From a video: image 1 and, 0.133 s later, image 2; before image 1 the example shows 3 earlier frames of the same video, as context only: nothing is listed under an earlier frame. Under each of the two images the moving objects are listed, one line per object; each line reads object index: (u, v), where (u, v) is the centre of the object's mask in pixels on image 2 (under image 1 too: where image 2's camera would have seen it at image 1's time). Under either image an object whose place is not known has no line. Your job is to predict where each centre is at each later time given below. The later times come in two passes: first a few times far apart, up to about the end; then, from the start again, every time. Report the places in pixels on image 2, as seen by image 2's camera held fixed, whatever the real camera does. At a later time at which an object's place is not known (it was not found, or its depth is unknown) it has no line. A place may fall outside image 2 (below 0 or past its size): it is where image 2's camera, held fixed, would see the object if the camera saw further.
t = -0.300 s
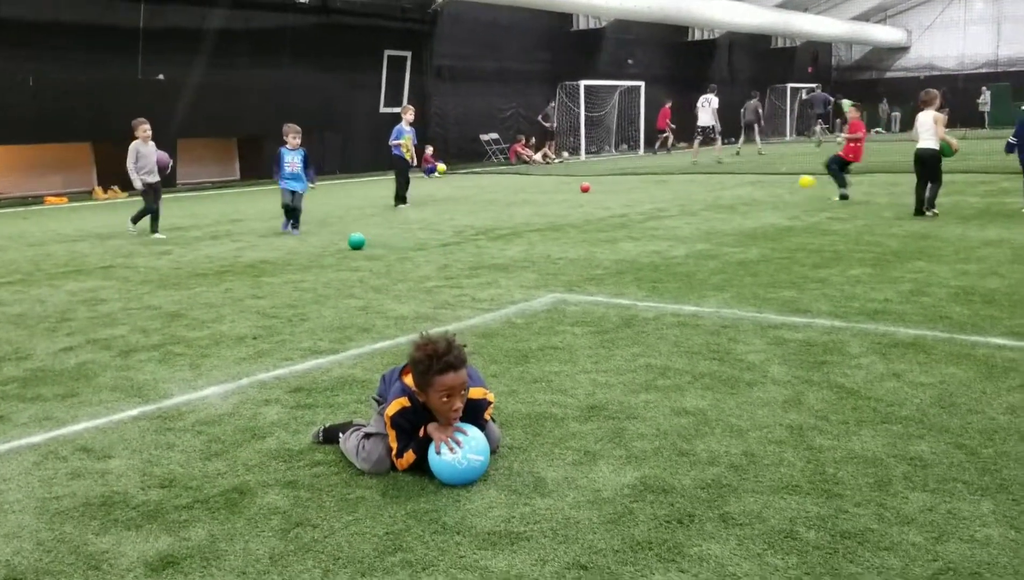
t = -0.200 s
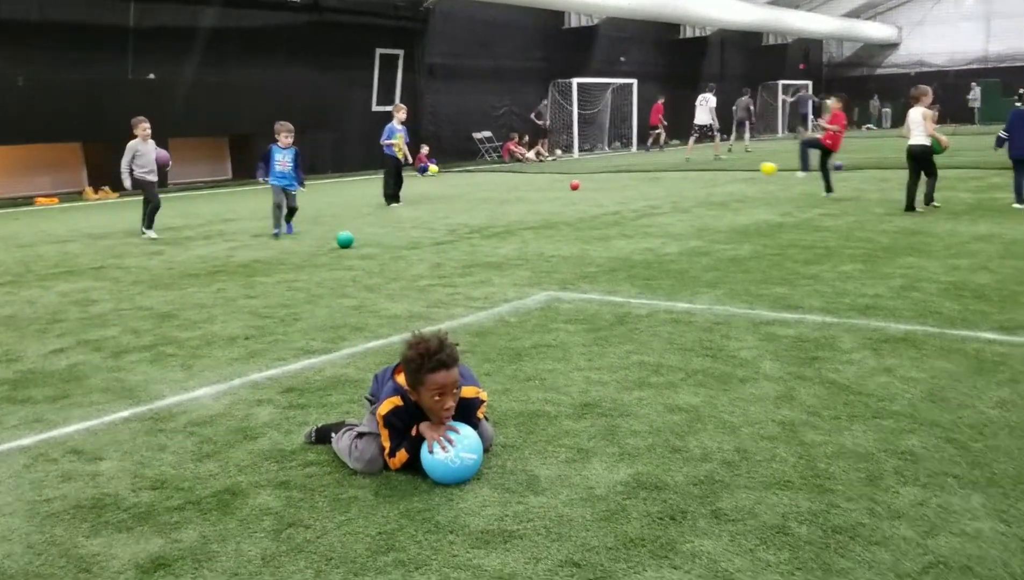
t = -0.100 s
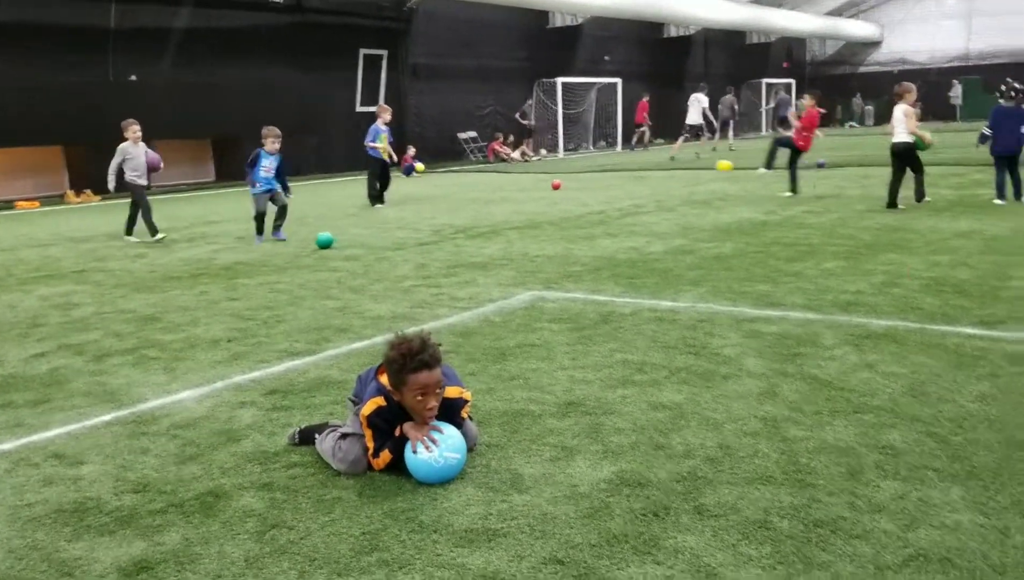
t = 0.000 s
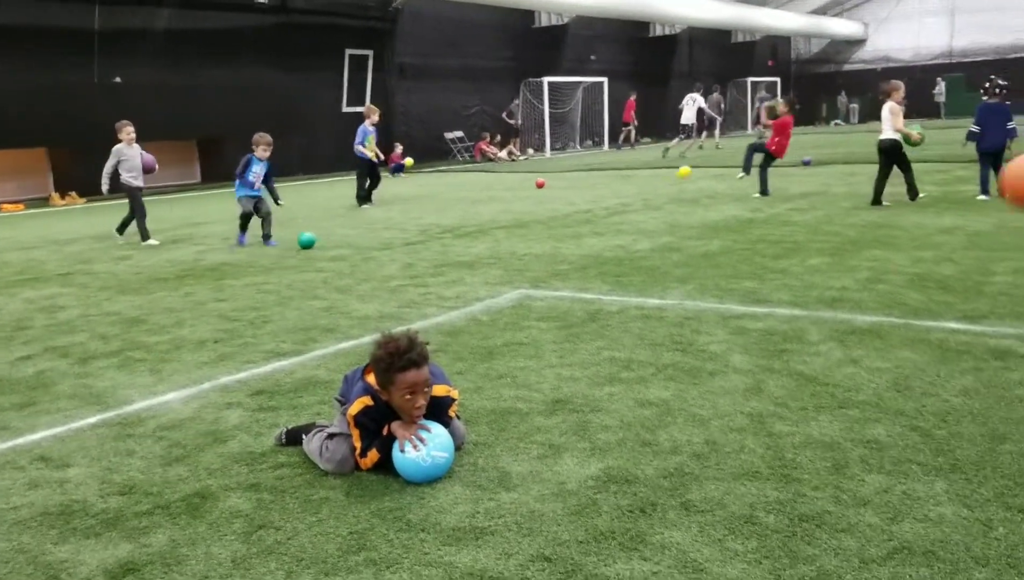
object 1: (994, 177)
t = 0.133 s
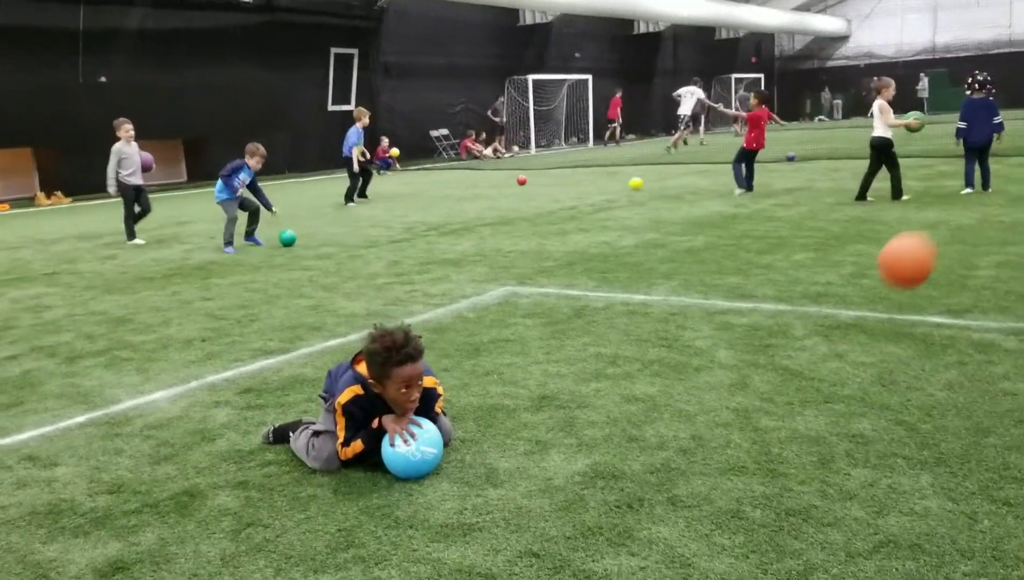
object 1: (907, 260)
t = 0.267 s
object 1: (822, 267)
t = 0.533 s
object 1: (690, 192)
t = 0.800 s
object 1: (583, 256)
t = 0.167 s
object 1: (884, 285)
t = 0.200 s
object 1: (861, 308)
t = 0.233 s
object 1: (841, 287)
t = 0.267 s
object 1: (822, 267)
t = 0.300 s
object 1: (804, 249)
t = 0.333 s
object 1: (786, 233)
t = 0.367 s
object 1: (769, 220)
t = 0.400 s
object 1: (752, 211)
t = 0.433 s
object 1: (736, 202)
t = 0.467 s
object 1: (721, 197)
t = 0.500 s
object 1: (705, 193)
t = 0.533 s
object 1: (690, 192)
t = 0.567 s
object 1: (675, 192)
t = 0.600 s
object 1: (660, 196)
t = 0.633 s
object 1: (647, 201)
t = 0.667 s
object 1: (633, 209)
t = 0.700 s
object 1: (620, 218)
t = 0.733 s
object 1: (608, 229)
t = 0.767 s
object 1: (595, 242)
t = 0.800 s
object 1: (583, 256)
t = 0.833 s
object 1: (573, 271)
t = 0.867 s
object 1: (561, 276)
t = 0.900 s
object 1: (550, 262)
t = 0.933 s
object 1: (541, 250)
